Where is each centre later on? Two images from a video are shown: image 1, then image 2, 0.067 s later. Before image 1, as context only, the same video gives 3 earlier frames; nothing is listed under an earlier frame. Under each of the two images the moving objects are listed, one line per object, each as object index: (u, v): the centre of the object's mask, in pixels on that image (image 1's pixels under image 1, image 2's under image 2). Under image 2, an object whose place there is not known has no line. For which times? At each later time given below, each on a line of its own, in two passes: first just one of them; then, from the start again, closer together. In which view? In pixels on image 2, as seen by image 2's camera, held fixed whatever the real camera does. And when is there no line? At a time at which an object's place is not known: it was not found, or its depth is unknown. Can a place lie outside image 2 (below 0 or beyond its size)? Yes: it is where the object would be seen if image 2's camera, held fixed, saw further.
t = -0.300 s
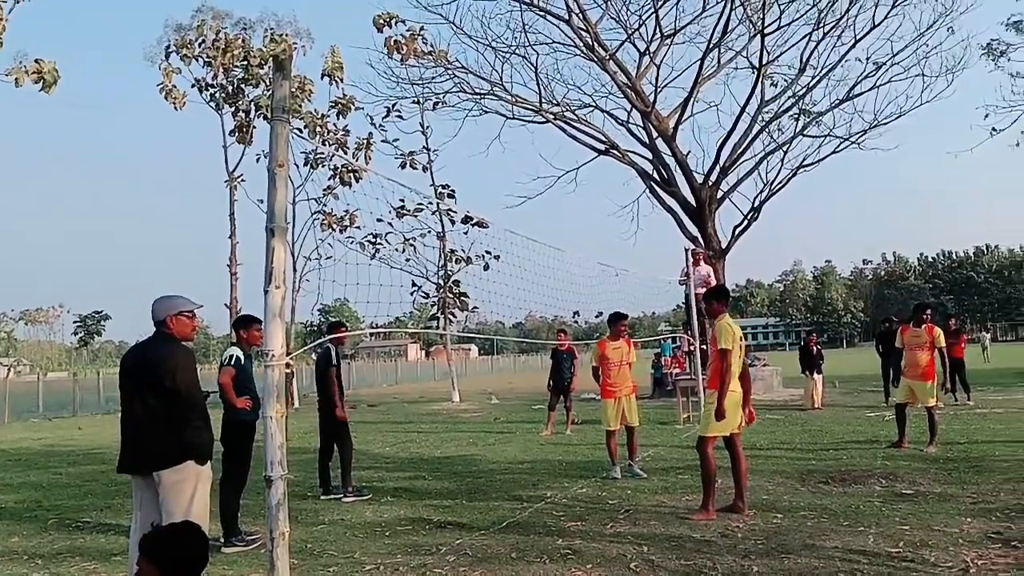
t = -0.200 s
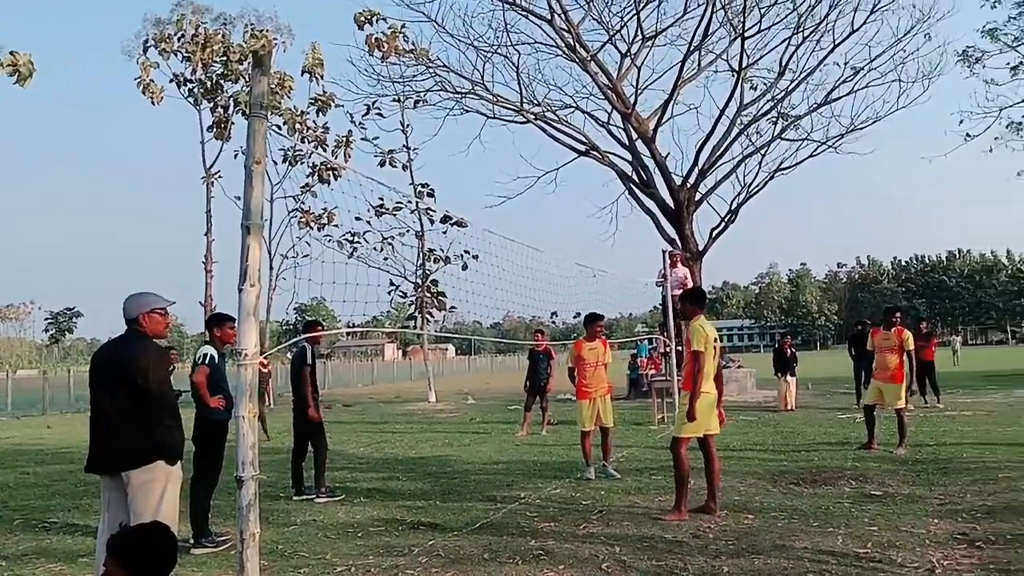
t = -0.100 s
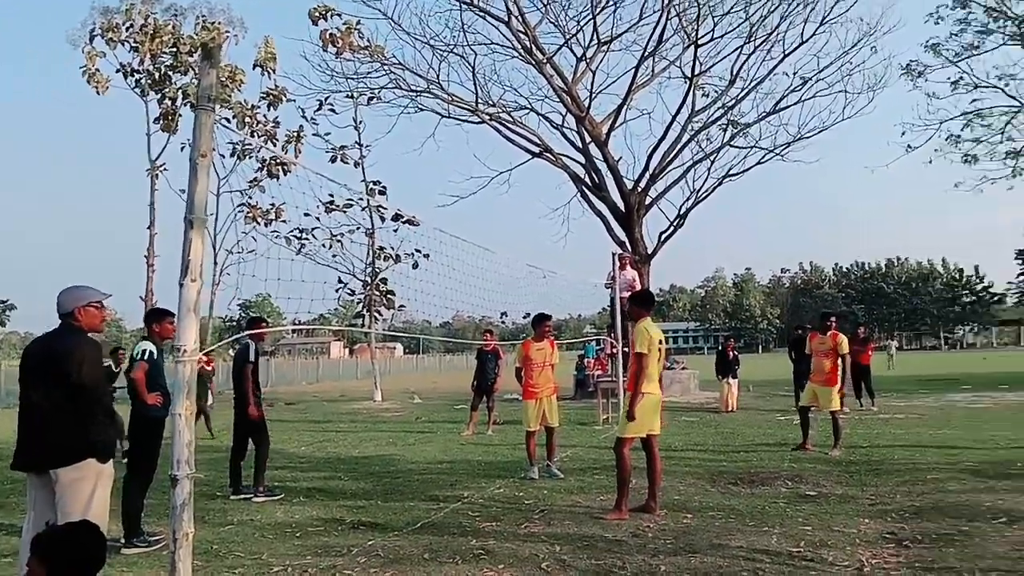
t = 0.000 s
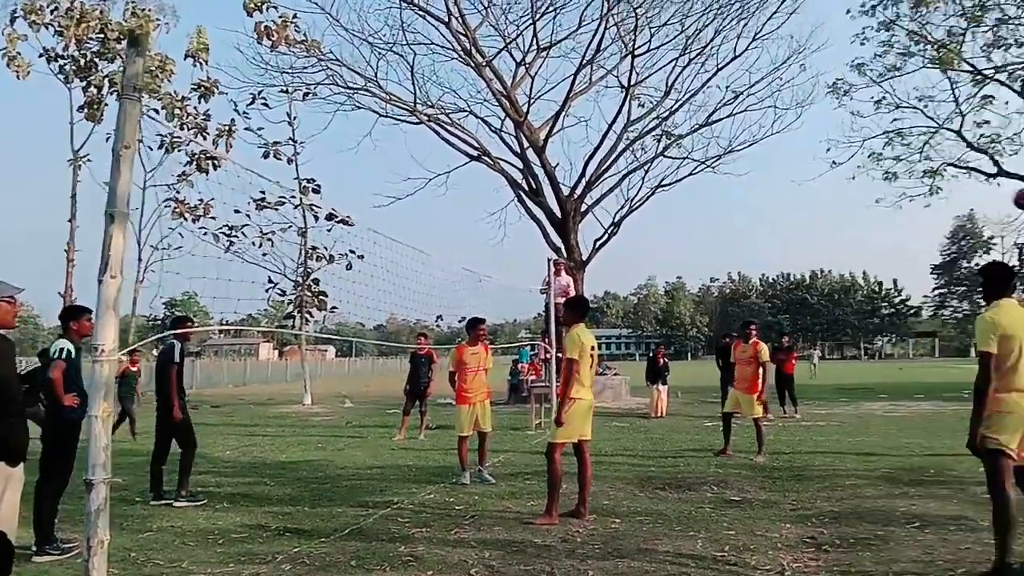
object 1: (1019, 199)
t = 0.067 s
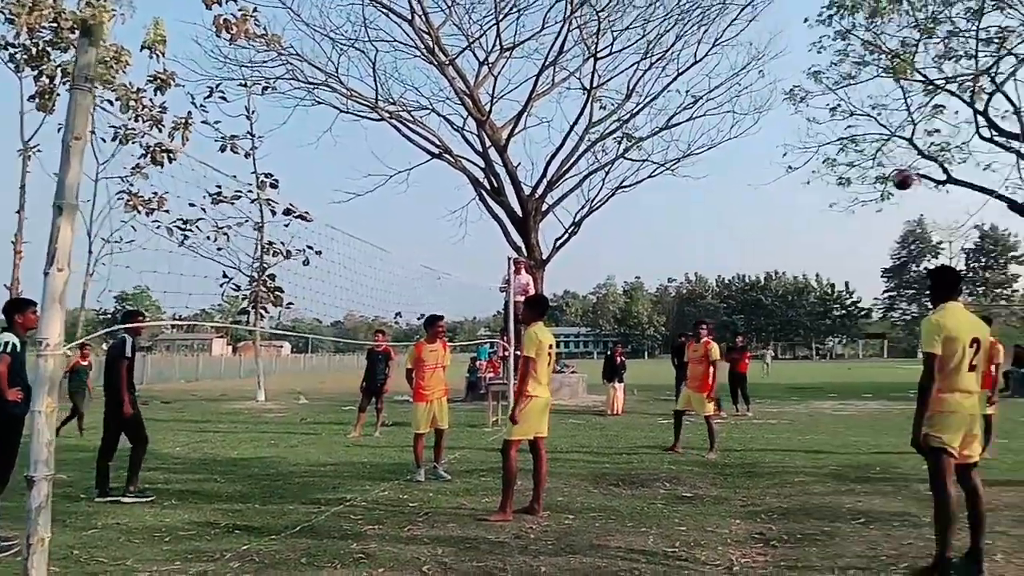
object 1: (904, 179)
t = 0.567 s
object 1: (463, 137)
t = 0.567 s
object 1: (463, 137)
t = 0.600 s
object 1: (437, 142)
